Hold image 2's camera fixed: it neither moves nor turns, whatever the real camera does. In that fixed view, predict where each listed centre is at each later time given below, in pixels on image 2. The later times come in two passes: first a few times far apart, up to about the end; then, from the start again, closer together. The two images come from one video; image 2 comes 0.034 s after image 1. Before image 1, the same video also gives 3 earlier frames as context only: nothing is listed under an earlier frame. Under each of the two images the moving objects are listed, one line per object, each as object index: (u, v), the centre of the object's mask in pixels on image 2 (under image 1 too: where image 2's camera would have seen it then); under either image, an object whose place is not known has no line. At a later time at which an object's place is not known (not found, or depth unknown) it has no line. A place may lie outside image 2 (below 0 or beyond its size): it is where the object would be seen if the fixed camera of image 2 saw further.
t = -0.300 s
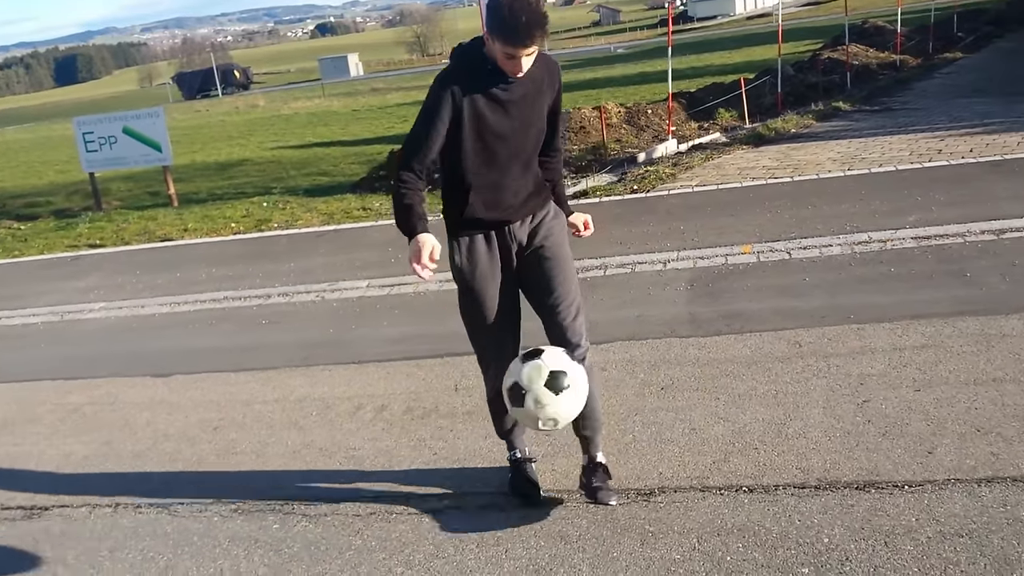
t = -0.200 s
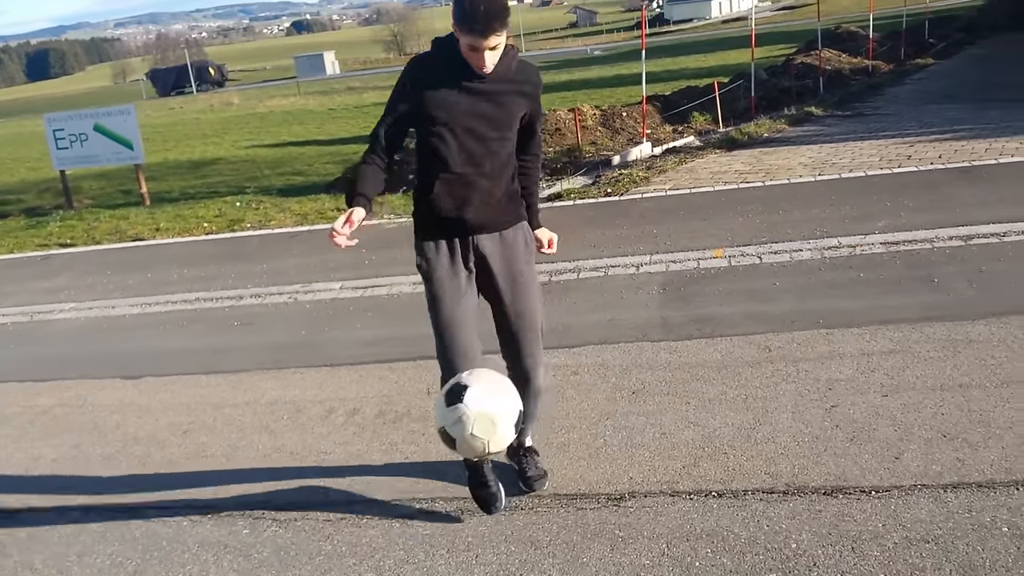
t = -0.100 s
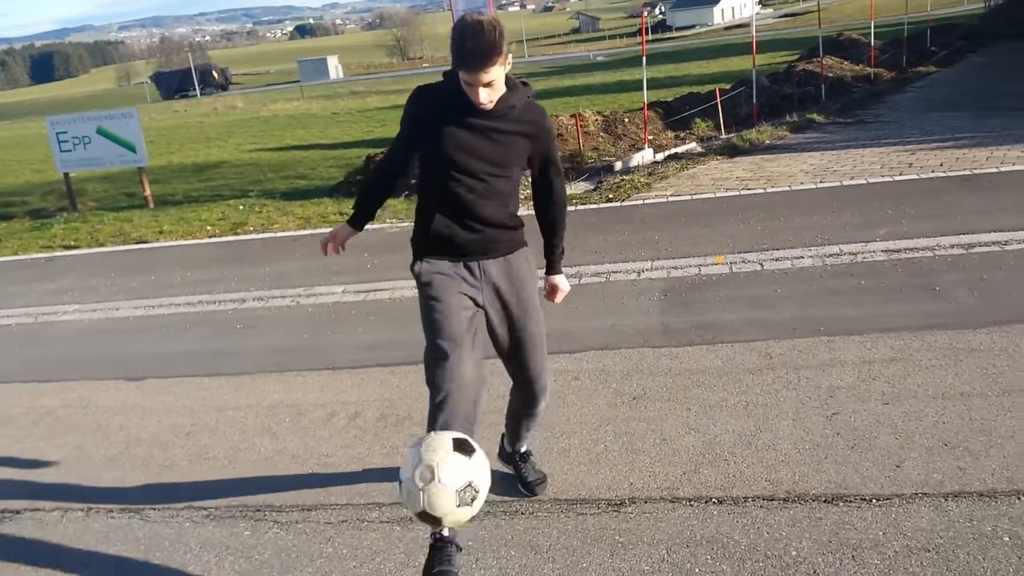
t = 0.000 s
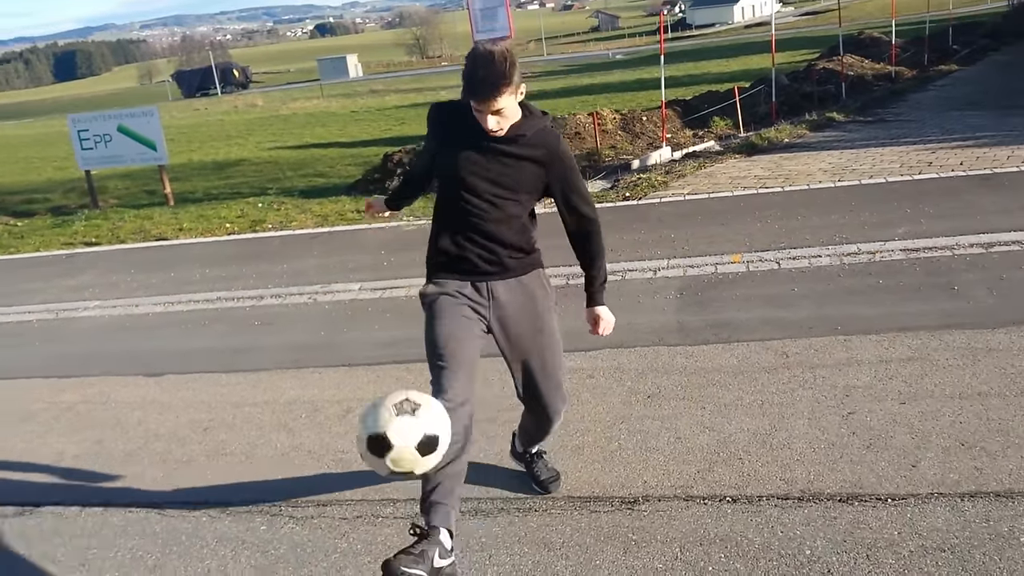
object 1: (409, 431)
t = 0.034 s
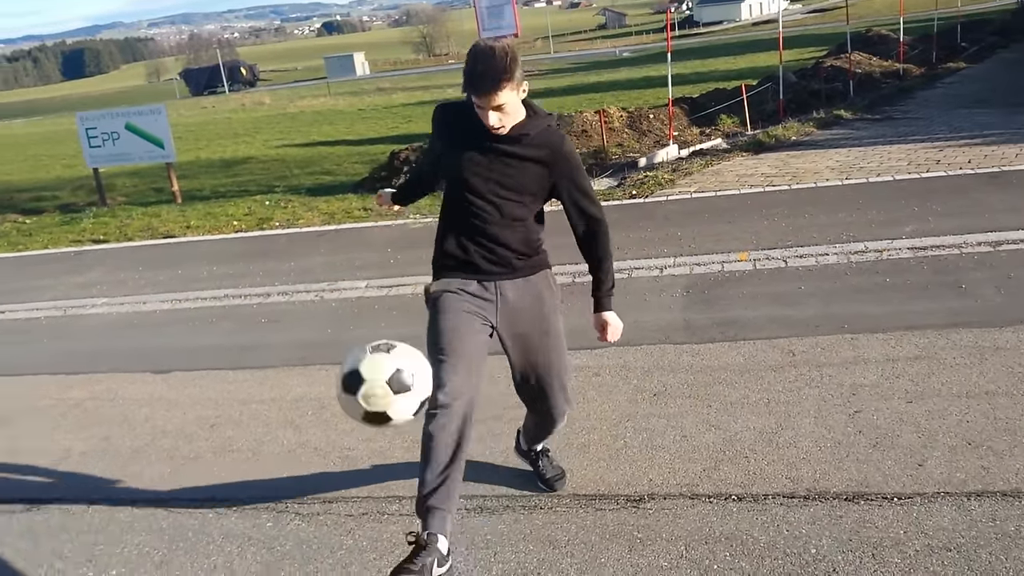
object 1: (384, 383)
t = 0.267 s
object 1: (207, 125)
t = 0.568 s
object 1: (50, 87)
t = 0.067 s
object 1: (362, 339)
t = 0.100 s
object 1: (333, 297)
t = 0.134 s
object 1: (305, 257)
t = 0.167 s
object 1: (280, 219)
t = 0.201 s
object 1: (256, 184)
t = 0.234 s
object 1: (233, 152)
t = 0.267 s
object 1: (207, 125)
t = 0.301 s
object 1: (183, 101)
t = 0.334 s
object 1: (161, 84)
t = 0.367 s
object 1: (144, 76)
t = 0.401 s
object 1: (128, 71)
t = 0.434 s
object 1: (110, 67)
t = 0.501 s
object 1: (78, 71)
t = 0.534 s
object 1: (64, 77)
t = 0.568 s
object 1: (50, 87)
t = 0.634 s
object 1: (33, 125)
